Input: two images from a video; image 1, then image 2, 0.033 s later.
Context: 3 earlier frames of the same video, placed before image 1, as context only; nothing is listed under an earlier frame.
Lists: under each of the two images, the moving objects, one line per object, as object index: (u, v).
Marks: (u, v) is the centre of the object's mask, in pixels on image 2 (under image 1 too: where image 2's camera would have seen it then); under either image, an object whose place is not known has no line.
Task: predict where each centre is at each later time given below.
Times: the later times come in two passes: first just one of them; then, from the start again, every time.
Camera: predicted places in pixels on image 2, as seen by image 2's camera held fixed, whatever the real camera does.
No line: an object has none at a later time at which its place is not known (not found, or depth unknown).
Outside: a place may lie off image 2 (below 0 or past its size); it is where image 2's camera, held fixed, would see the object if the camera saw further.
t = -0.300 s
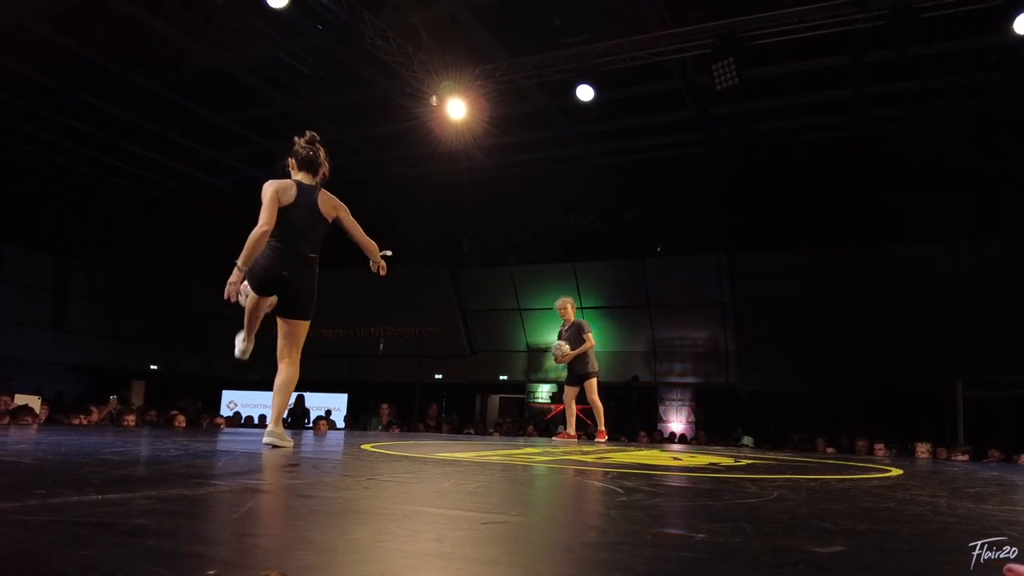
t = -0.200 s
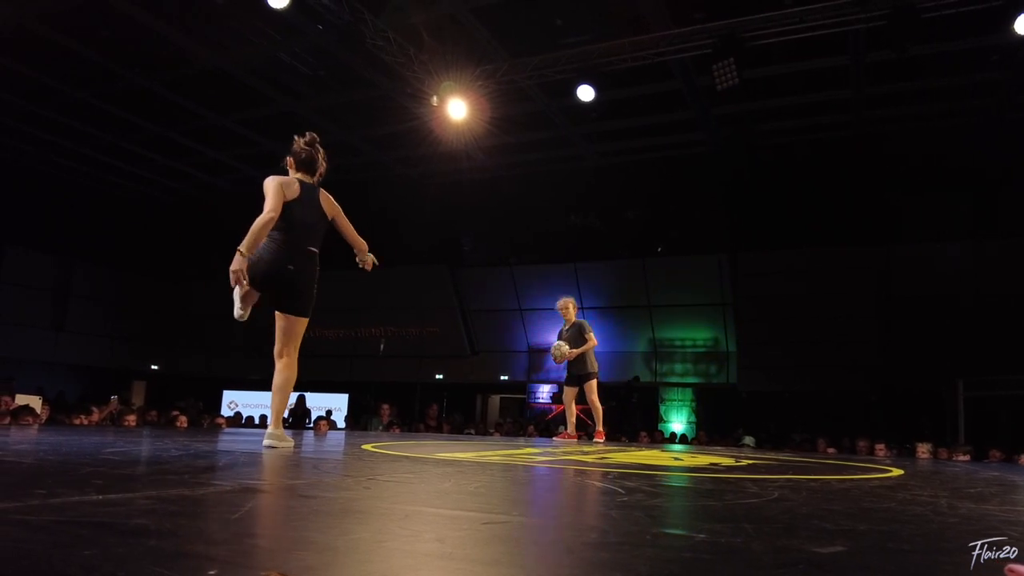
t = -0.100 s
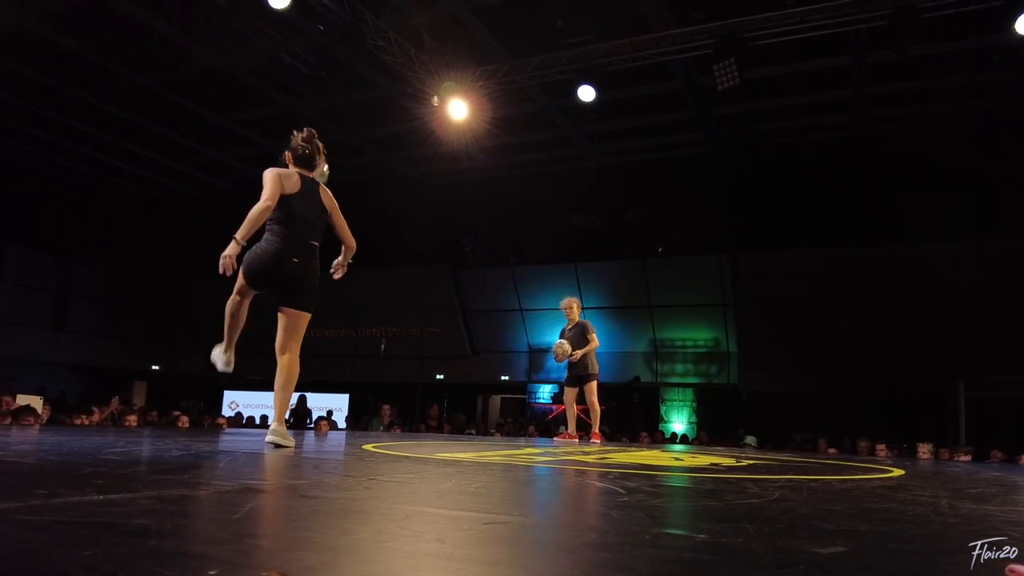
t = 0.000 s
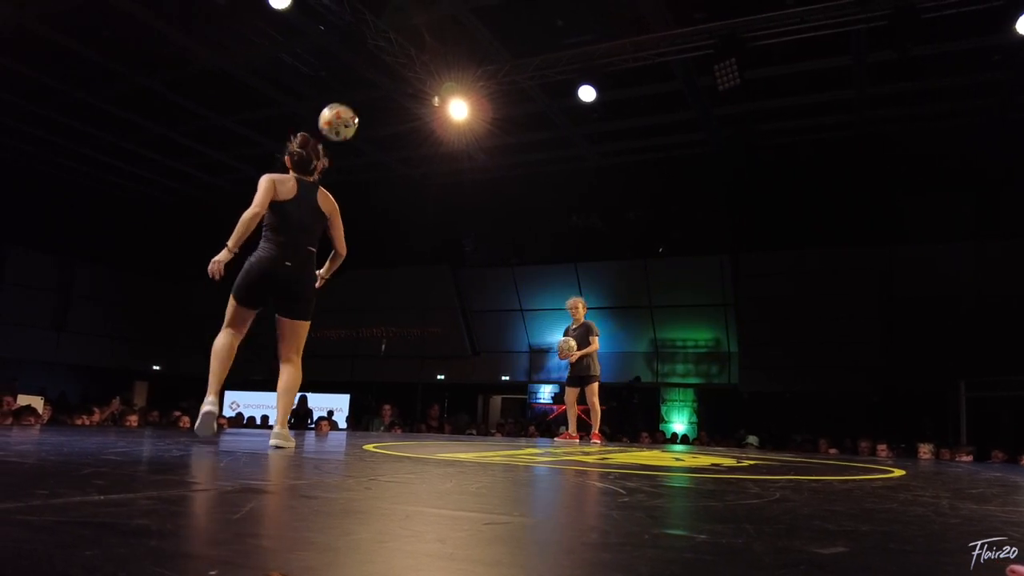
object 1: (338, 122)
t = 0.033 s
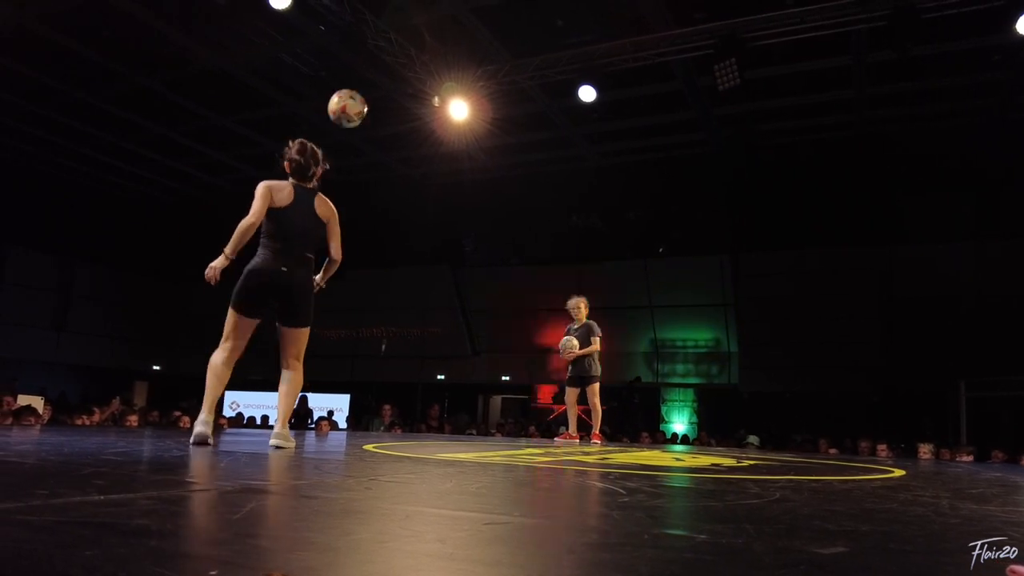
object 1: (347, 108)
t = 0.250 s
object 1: (403, 57)
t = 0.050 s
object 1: (352, 102)
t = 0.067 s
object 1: (356, 96)
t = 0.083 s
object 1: (360, 90)
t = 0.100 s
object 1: (365, 85)
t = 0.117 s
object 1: (369, 81)
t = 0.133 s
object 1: (373, 76)
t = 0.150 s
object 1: (378, 72)
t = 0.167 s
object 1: (382, 69)
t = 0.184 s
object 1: (386, 66)
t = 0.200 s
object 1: (391, 63)
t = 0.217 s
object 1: (395, 61)
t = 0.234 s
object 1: (399, 59)
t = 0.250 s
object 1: (403, 57)
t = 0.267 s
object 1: (407, 56)
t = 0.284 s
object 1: (411, 56)
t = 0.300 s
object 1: (416, 56)
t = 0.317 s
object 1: (420, 56)
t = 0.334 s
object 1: (423, 57)
